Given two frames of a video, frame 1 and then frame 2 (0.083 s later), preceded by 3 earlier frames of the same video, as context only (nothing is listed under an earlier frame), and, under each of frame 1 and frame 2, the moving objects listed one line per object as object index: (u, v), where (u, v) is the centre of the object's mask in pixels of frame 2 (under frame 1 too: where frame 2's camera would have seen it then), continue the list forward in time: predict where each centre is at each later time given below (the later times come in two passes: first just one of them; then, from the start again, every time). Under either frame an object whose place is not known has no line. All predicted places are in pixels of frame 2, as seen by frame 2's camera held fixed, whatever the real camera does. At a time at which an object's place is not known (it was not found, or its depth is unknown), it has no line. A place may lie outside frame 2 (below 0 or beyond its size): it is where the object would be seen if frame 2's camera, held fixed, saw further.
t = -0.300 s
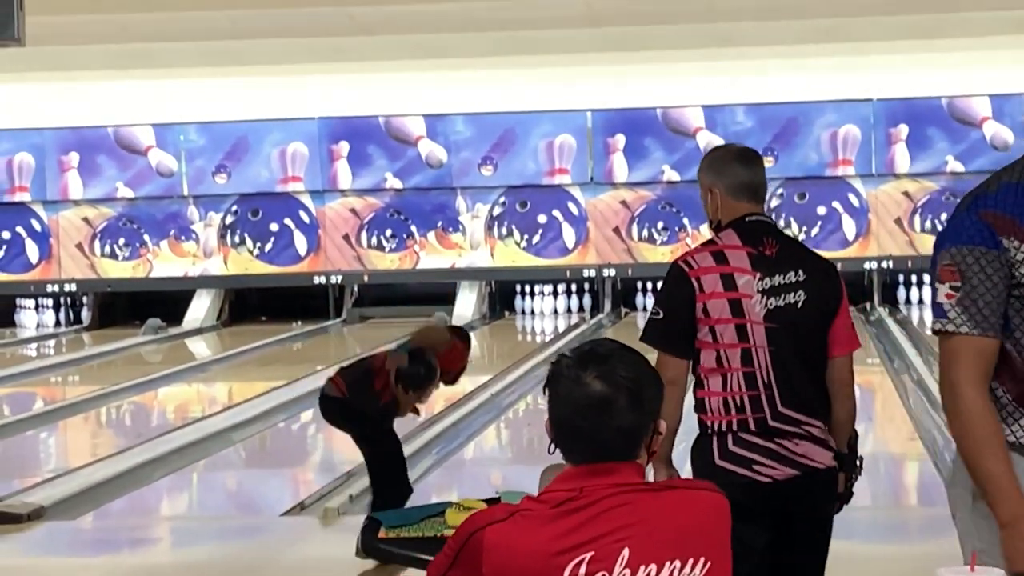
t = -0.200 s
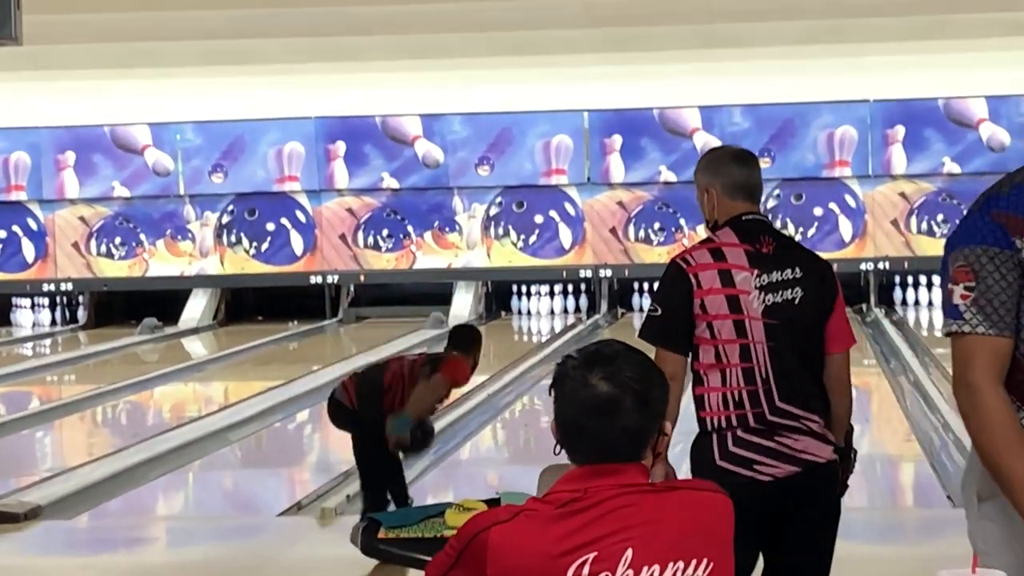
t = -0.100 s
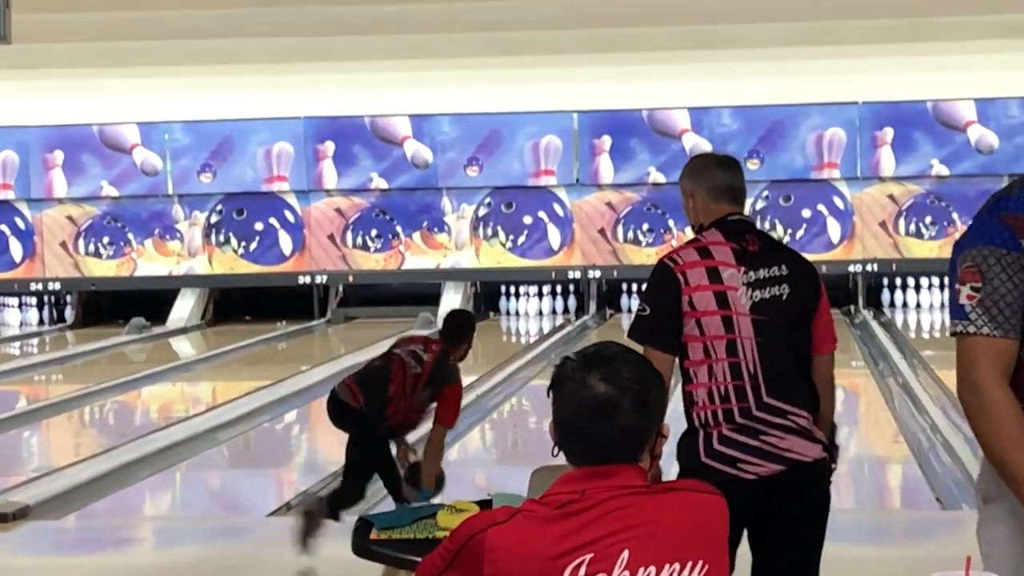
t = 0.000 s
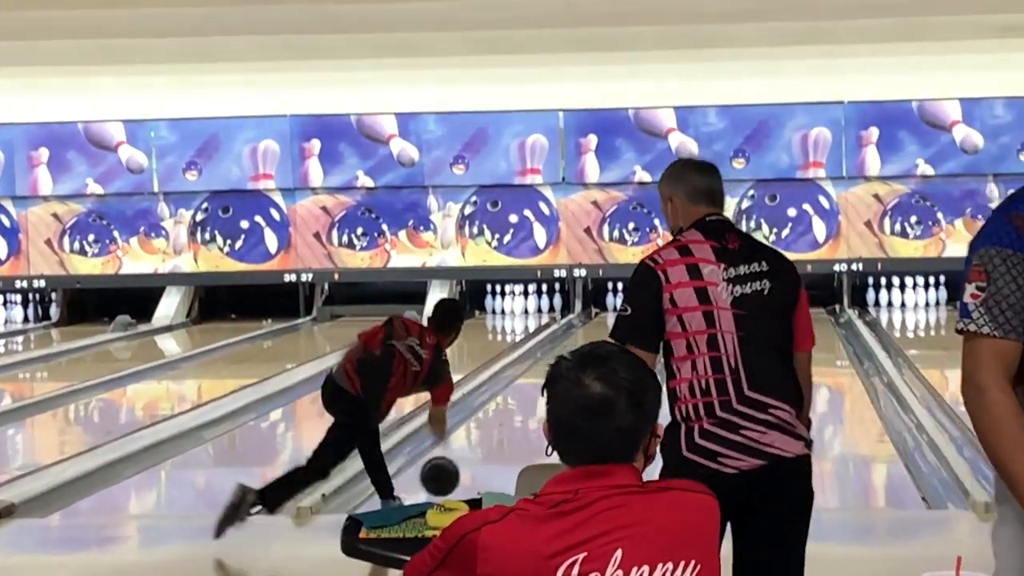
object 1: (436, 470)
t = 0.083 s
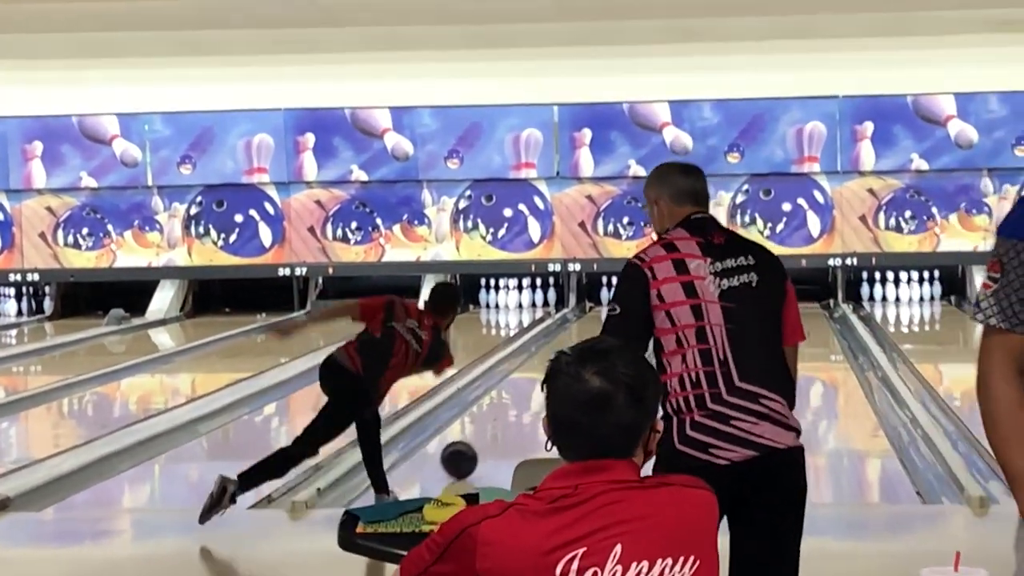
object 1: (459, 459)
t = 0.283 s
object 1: (506, 428)
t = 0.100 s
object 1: (464, 457)
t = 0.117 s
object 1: (468, 454)
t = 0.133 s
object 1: (472, 451)
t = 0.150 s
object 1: (477, 448)
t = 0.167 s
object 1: (482, 446)
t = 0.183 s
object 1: (485, 443)
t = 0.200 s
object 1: (489, 441)
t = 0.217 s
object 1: (492, 438)
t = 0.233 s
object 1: (496, 435)
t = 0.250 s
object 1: (499, 433)
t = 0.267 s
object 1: (503, 431)
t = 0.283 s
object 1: (506, 428)
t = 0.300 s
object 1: (509, 426)
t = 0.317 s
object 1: (513, 424)
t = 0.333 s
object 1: (516, 422)
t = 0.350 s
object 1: (519, 419)
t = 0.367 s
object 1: (522, 417)
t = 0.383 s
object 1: (525, 415)
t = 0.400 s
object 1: (528, 413)
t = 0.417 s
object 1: (531, 411)
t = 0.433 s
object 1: (534, 409)
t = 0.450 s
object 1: (537, 407)
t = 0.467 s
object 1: (539, 405)
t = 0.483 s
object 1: (538, 402)
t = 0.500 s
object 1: (539, 400)
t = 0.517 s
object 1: (540, 398)
